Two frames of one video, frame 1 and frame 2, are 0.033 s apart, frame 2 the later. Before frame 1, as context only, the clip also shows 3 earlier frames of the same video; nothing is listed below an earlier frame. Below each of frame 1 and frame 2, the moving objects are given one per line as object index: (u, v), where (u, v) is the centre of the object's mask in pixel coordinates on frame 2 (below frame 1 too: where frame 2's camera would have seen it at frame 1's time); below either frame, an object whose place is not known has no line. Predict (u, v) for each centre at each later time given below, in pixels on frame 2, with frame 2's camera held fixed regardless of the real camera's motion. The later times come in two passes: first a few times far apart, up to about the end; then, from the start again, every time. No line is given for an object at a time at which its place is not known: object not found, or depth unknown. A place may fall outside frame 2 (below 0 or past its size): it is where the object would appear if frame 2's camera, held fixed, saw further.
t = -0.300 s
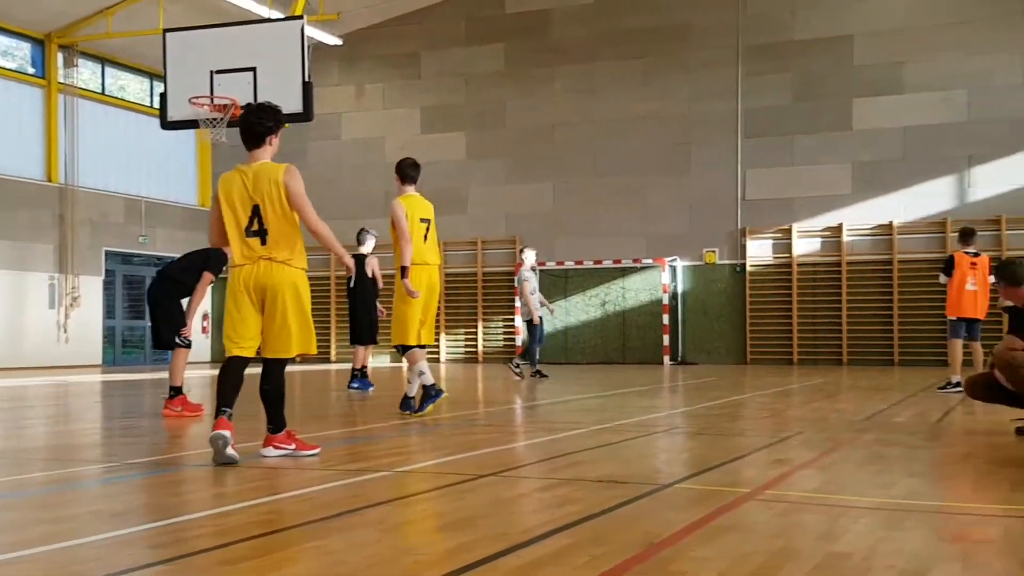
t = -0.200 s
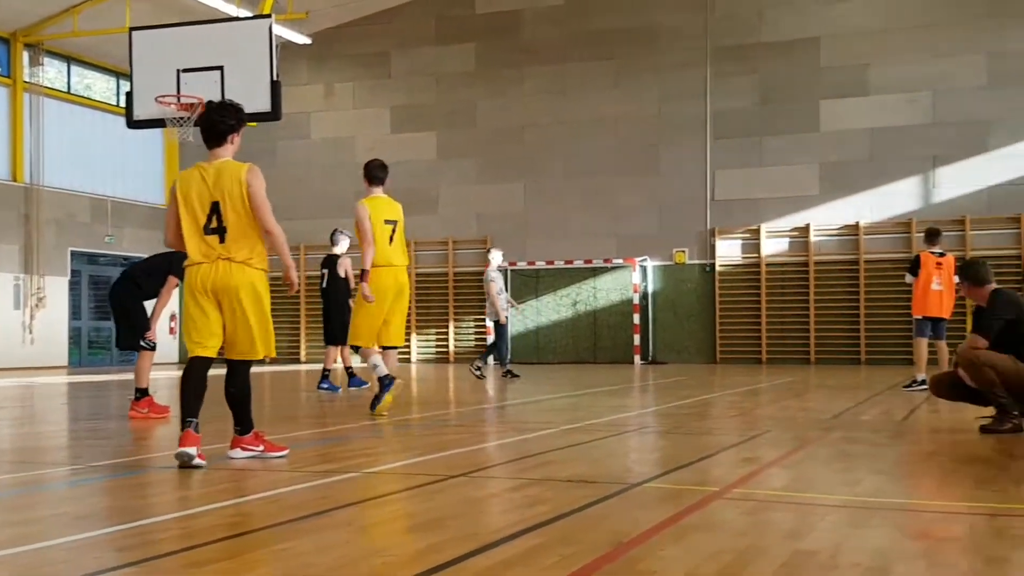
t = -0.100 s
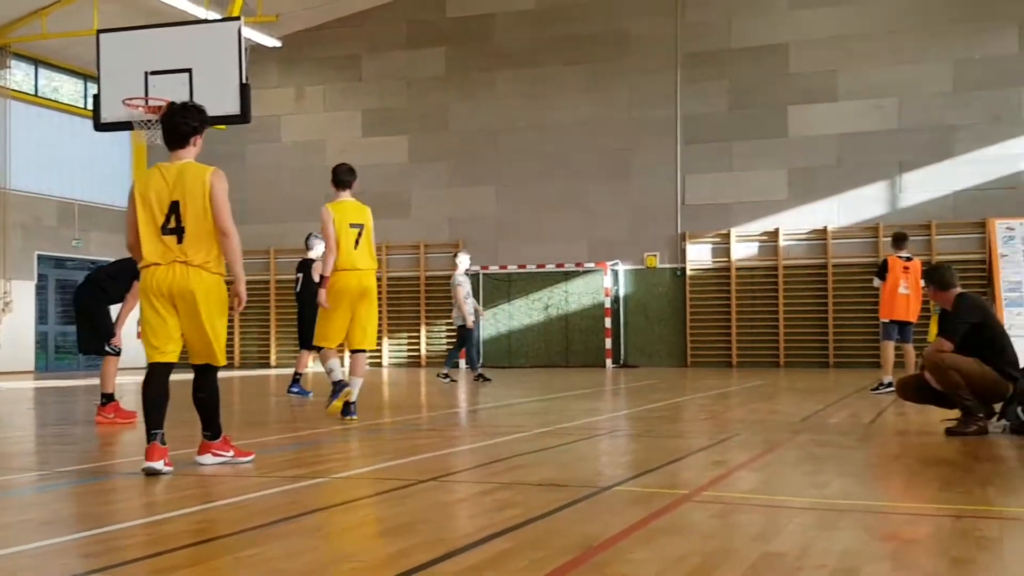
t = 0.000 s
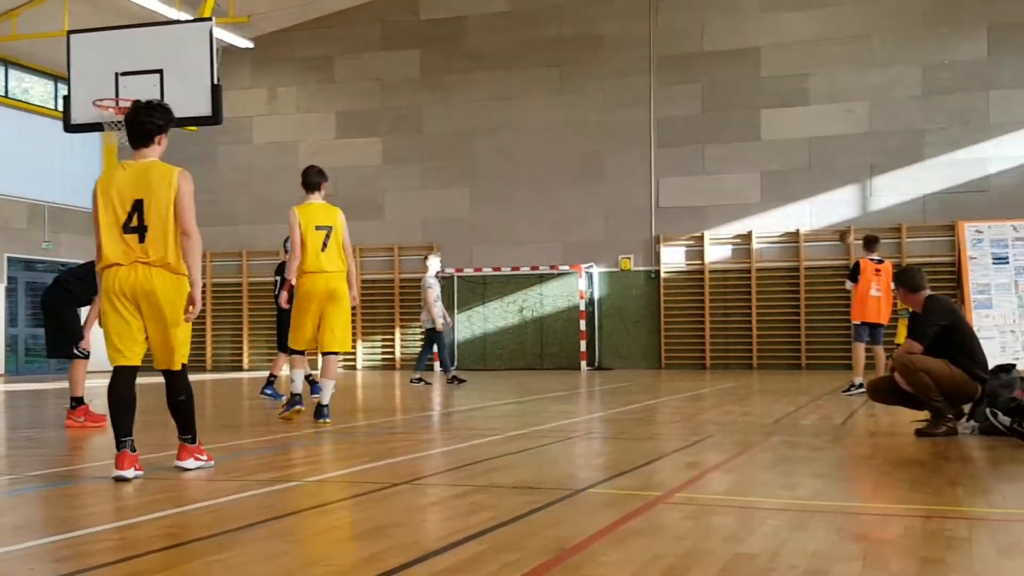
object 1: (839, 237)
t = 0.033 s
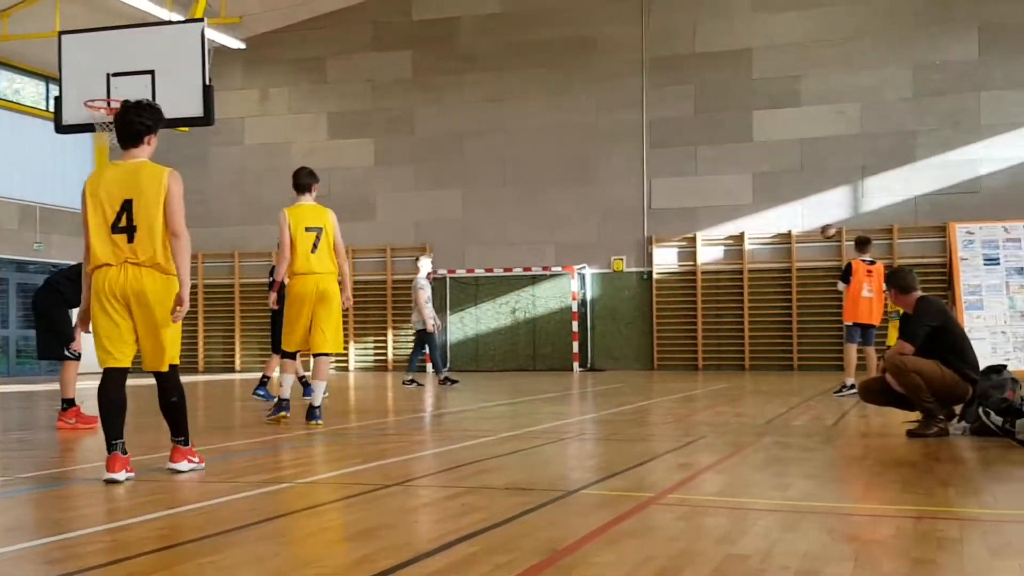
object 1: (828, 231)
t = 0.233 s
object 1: (758, 198)
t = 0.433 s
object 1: (695, 191)
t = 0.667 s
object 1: (617, 212)
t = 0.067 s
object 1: (816, 225)
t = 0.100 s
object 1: (804, 218)
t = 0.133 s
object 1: (791, 212)
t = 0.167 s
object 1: (779, 207)
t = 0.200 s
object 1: (769, 202)
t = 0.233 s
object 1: (758, 198)
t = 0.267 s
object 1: (748, 196)
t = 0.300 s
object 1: (737, 194)
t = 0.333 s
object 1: (727, 192)
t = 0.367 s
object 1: (716, 191)
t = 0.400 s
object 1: (705, 191)
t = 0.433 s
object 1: (695, 191)
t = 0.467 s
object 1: (683, 192)
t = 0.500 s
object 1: (672, 194)
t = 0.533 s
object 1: (661, 196)
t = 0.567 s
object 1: (649, 199)
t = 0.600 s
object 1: (640, 203)
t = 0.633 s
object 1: (629, 207)
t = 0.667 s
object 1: (617, 212)
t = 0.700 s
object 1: (606, 219)
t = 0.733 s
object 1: (595, 225)
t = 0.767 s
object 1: (584, 233)
